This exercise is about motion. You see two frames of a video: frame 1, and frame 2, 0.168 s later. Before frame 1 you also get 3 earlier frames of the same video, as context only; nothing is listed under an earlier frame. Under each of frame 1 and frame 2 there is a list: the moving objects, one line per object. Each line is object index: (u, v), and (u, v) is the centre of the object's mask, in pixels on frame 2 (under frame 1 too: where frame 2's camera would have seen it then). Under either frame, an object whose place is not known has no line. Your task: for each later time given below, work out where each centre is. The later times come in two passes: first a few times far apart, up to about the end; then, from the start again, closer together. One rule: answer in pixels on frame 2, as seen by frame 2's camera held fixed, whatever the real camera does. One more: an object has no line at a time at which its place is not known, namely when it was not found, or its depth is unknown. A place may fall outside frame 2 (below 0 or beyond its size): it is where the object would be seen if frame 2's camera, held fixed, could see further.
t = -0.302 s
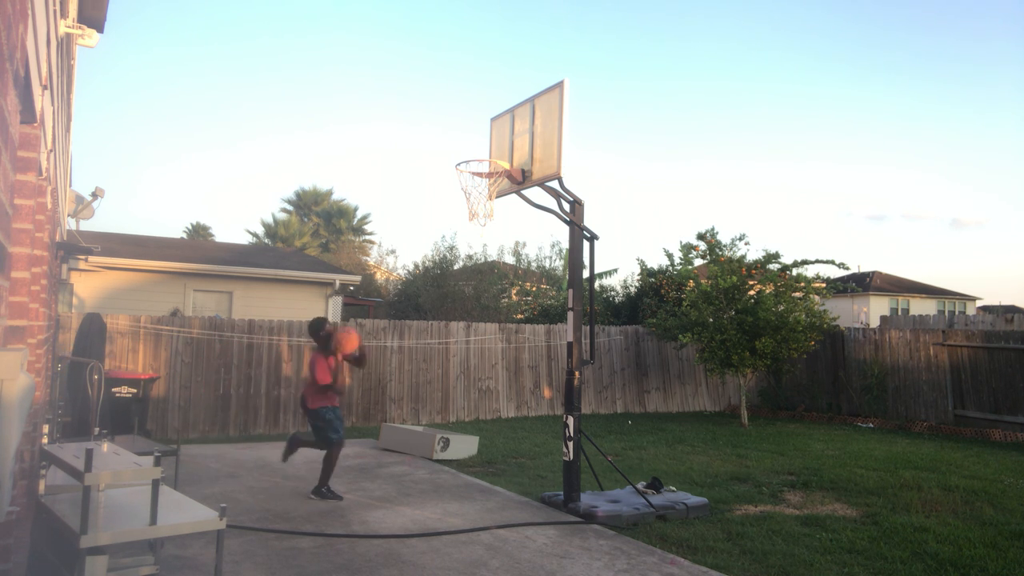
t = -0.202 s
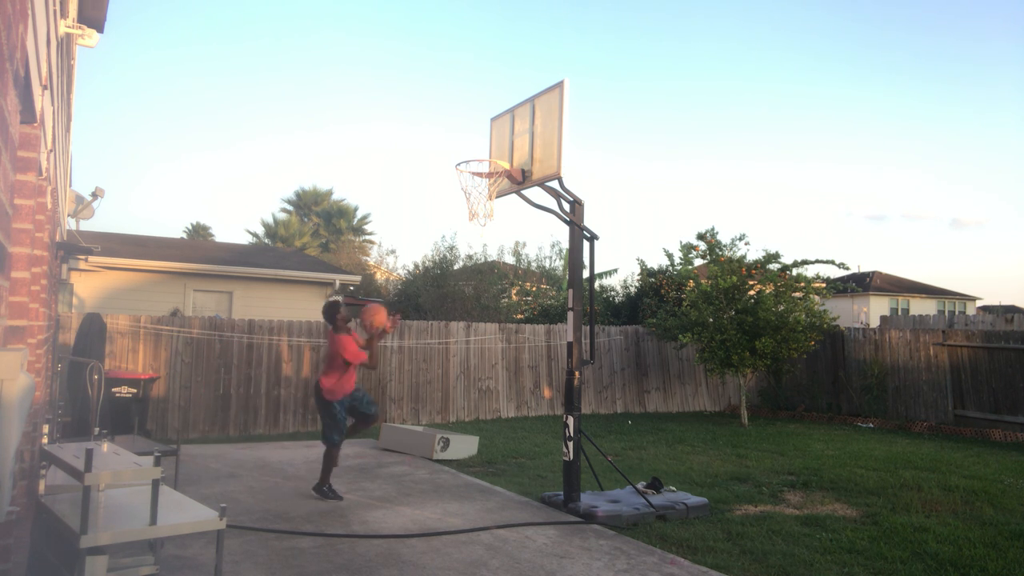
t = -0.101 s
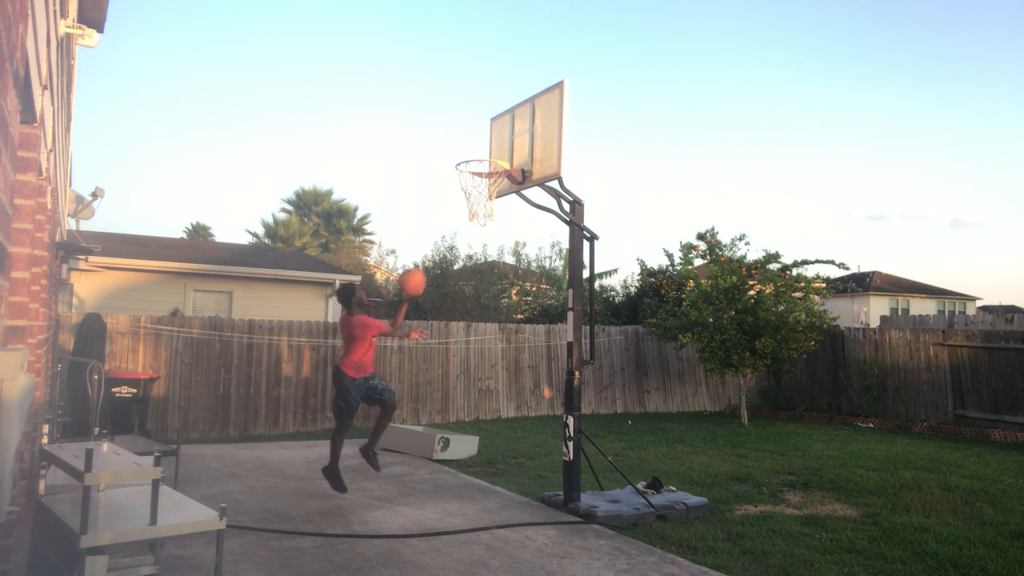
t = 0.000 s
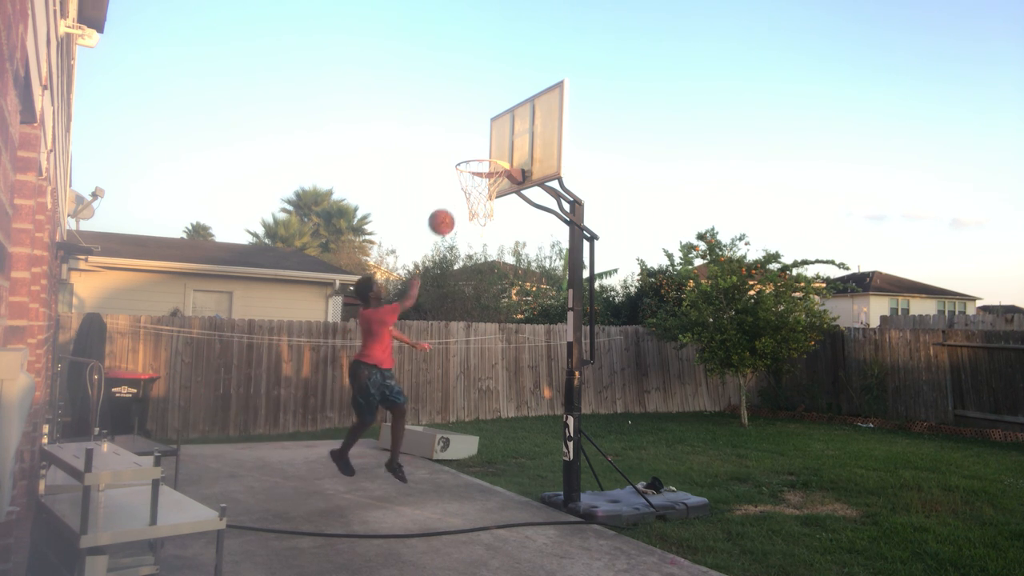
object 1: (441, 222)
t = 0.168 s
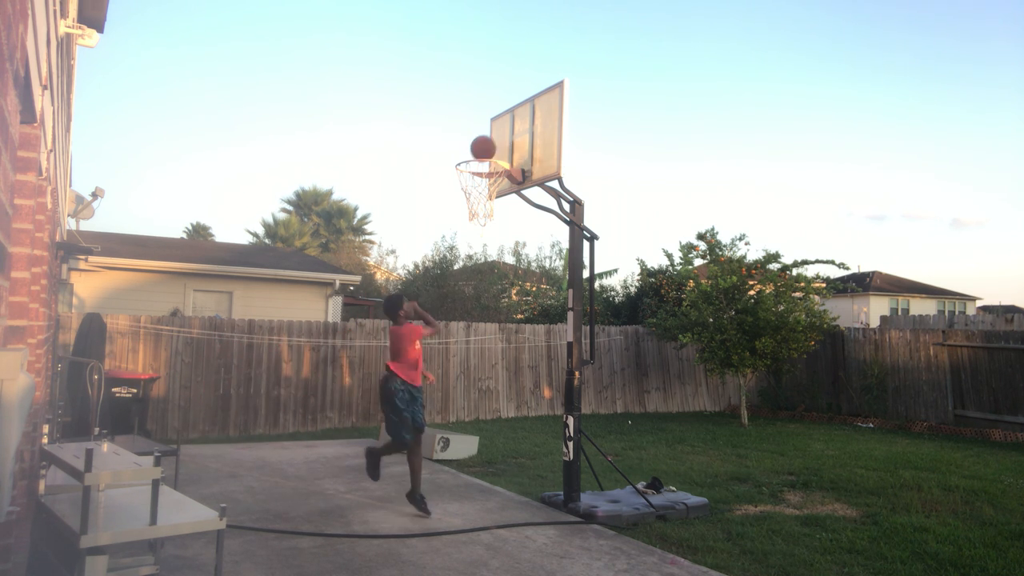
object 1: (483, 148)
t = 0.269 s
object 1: (490, 125)
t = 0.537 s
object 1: (480, 120)
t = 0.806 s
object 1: (488, 150)
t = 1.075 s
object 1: (488, 186)
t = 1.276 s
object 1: (481, 241)
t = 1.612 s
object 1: (466, 416)
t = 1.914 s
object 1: (459, 384)
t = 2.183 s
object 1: (453, 294)
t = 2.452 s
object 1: (446, 286)
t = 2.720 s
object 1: (435, 353)
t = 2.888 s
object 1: (428, 430)
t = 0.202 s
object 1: (491, 138)
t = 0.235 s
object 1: (491, 131)
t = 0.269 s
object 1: (490, 125)
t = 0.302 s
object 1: (489, 121)
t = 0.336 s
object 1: (488, 117)
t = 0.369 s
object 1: (487, 115)
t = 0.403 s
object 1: (486, 113)
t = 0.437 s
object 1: (485, 113)
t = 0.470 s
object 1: (483, 114)
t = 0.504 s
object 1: (482, 117)
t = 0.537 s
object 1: (480, 120)
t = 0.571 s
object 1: (479, 125)
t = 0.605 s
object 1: (477, 131)
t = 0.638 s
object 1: (476, 139)
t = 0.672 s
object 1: (474, 147)
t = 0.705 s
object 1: (477, 149)
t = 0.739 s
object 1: (480, 150)
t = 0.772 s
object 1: (484, 151)
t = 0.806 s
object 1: (488, 150)
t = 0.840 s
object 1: (492, 153)
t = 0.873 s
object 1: (493, 154)
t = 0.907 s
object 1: (492, 155)
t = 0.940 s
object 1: (490, 164)
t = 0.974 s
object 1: (489, 168)
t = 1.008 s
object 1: (489, 173)
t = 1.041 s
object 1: (489, 179)
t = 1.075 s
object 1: (488, 186)
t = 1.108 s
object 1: (487, 194)
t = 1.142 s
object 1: (486, 203)
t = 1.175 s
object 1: (485, 211)
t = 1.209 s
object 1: (483, 220)
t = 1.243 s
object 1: (482, 230)
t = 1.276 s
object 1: (481, 241)
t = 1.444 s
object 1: (474, 314)
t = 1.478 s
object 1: (473, 333)
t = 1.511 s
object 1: (472, 353)
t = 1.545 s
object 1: (470, 372)
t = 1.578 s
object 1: (468, 394)
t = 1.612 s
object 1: (466, 416)
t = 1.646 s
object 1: (464, 439)
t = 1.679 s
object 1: (462, 465)
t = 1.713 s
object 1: (460, 490)
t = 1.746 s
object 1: (460, 487)
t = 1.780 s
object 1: (459, 462)
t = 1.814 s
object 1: (460, 440)
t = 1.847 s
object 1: (460, 420)
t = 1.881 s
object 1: (459, 401)
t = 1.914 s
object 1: (459, 384)
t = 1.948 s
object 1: (458, 368)
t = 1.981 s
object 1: (458, 354)
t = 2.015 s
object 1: (457, 340)
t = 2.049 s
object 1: (456, 328)
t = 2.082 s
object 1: (456, 318)
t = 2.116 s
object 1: (455, 308)
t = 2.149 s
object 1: (454, 300)
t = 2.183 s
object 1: (453, 294)
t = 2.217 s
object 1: (453, 289)
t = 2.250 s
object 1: (452, 285)
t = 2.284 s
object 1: (451, 282)
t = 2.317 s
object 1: (450, 281)
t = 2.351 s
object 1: (449, 281)
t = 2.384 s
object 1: (448, 281)
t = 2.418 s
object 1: (447, 283)
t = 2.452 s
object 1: (446, 286)
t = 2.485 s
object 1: (446, 289)
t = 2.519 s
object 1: (444, 295)
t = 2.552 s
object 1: (442, 302)
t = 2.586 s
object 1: (441, 310)
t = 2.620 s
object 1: (439, 319)
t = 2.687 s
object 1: (437, 340)
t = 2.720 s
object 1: (435, 353)
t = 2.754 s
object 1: (434, 366)
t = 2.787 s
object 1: (432, 381)
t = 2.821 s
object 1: (430, 396)
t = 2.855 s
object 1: (429, 413)
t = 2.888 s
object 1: (428, 430)
